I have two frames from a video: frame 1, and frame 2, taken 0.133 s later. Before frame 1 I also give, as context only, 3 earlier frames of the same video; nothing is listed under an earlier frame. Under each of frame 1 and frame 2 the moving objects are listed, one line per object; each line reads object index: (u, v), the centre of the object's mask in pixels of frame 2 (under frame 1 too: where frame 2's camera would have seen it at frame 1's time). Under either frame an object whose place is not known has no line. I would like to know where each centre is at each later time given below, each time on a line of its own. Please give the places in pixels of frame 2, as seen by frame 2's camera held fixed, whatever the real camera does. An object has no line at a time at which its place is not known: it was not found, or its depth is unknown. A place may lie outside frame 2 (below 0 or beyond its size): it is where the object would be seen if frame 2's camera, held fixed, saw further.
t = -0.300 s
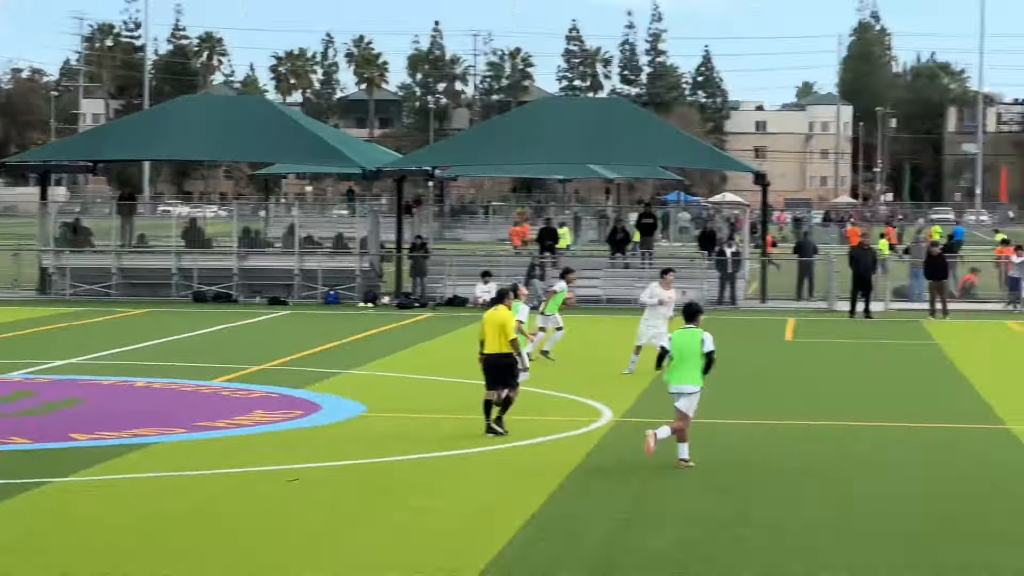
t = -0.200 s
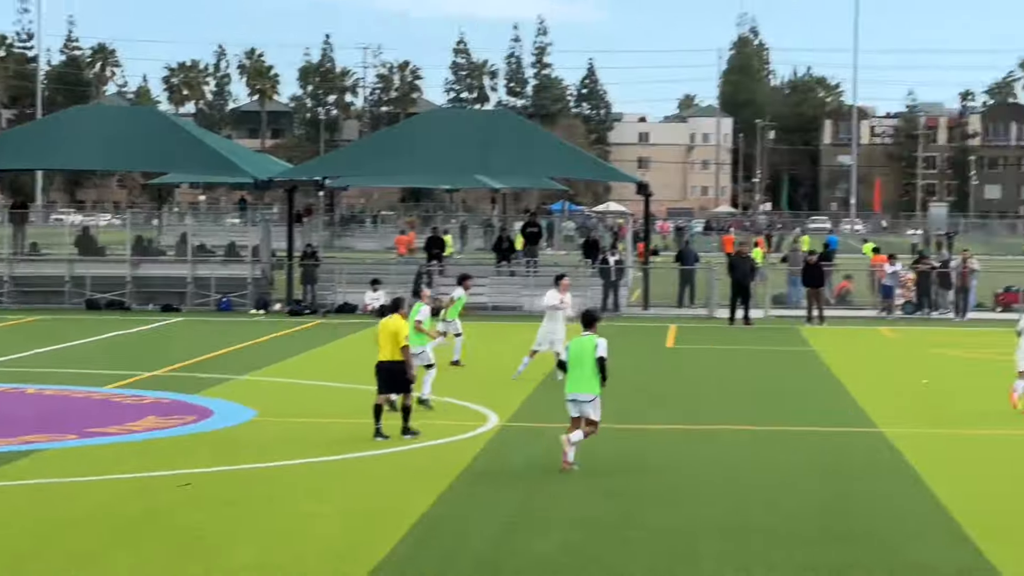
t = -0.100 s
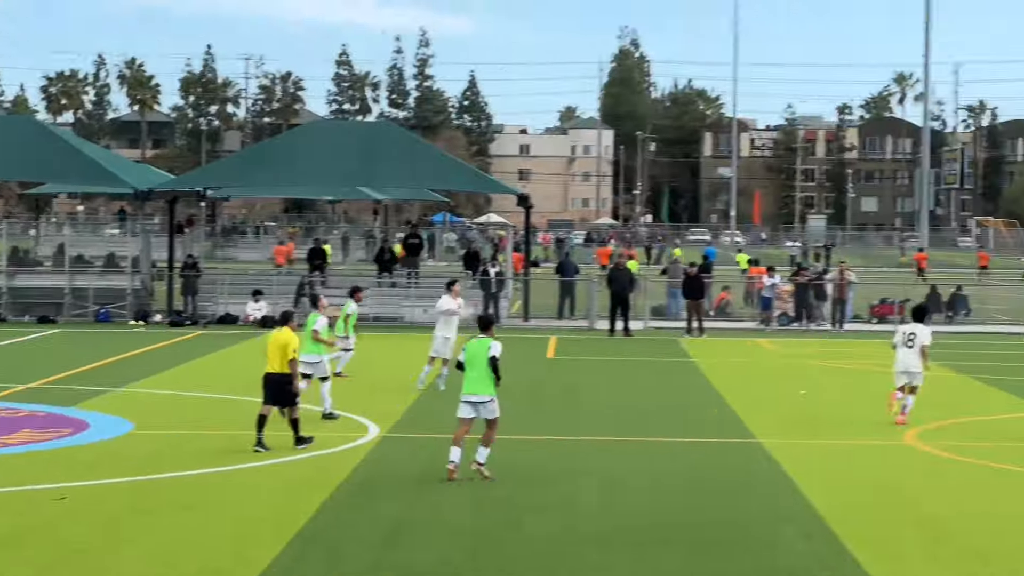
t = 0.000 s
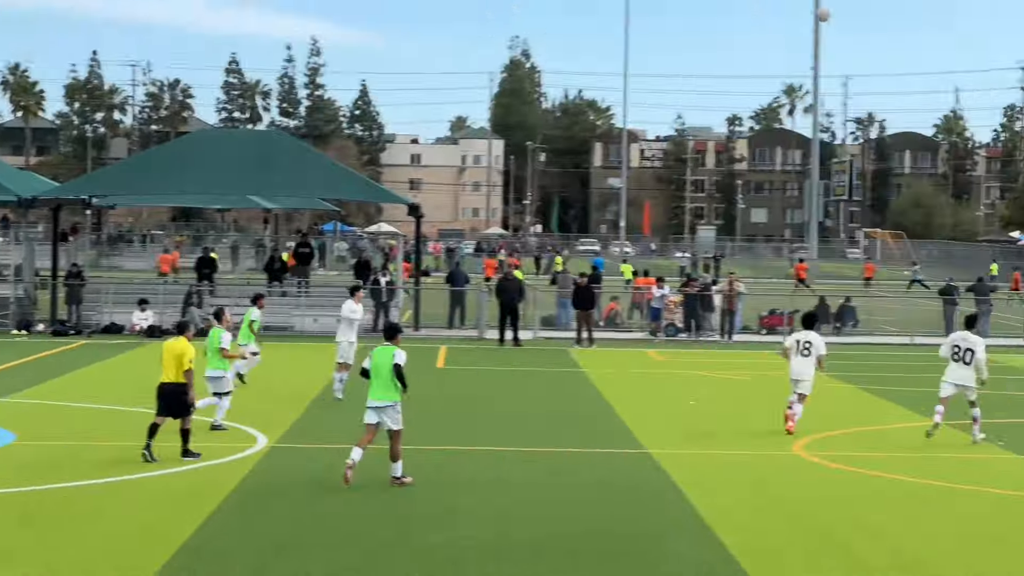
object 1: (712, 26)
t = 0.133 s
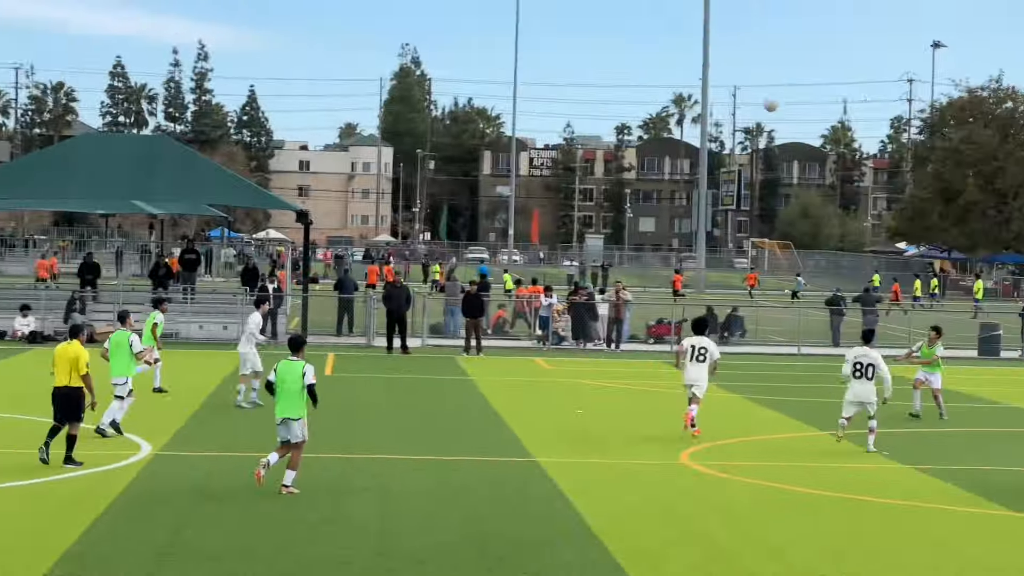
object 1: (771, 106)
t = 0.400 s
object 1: (879, 286)
